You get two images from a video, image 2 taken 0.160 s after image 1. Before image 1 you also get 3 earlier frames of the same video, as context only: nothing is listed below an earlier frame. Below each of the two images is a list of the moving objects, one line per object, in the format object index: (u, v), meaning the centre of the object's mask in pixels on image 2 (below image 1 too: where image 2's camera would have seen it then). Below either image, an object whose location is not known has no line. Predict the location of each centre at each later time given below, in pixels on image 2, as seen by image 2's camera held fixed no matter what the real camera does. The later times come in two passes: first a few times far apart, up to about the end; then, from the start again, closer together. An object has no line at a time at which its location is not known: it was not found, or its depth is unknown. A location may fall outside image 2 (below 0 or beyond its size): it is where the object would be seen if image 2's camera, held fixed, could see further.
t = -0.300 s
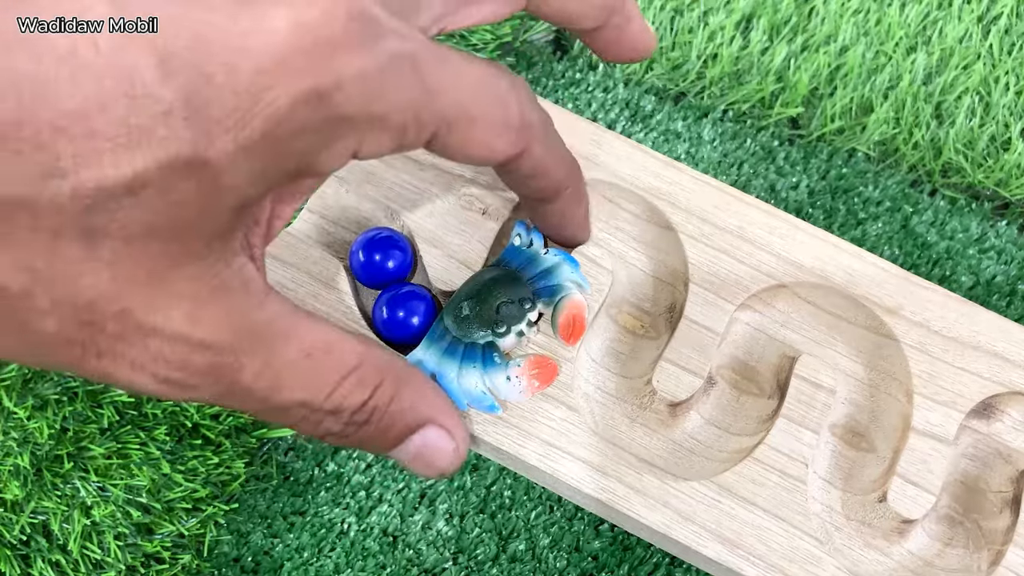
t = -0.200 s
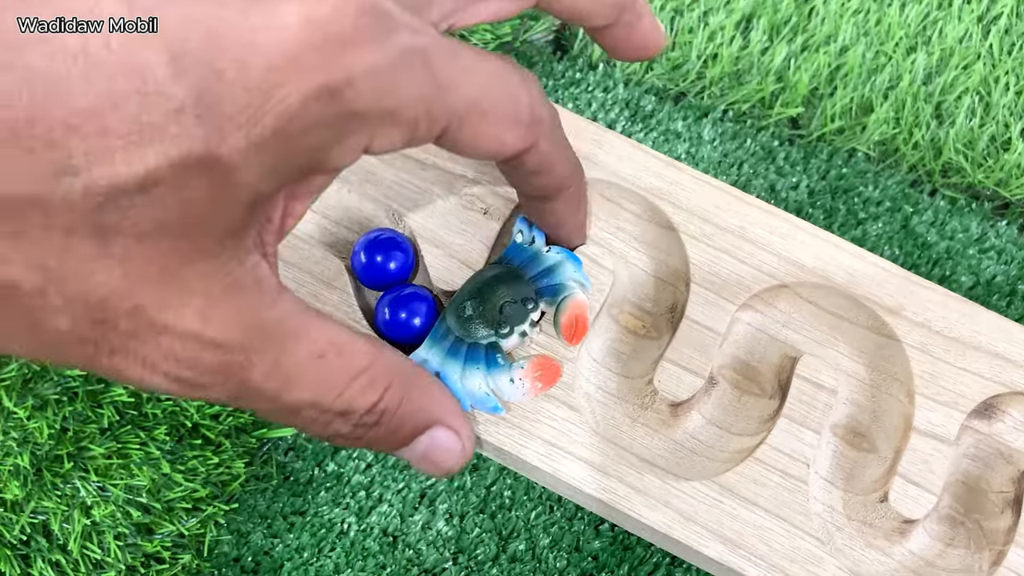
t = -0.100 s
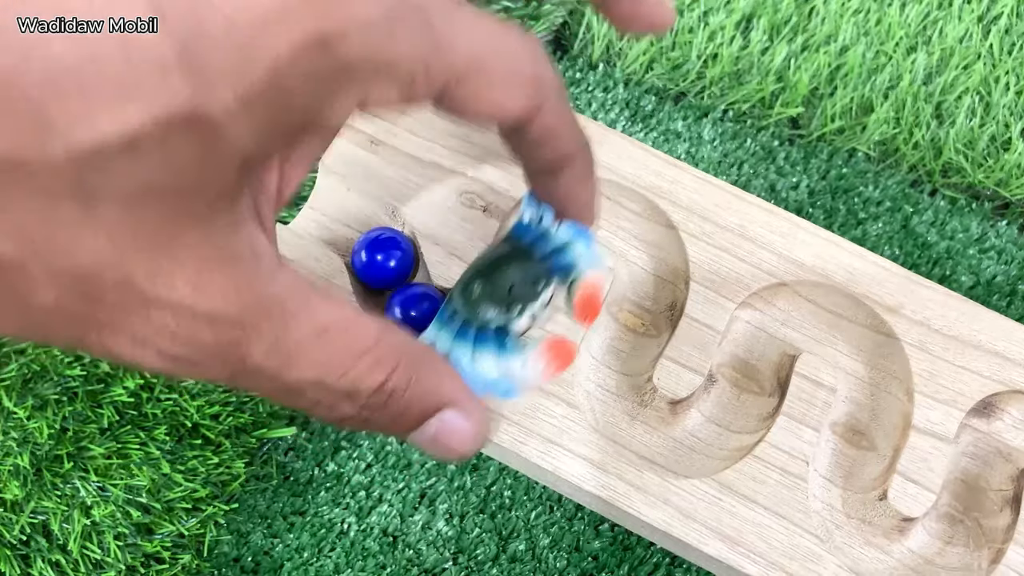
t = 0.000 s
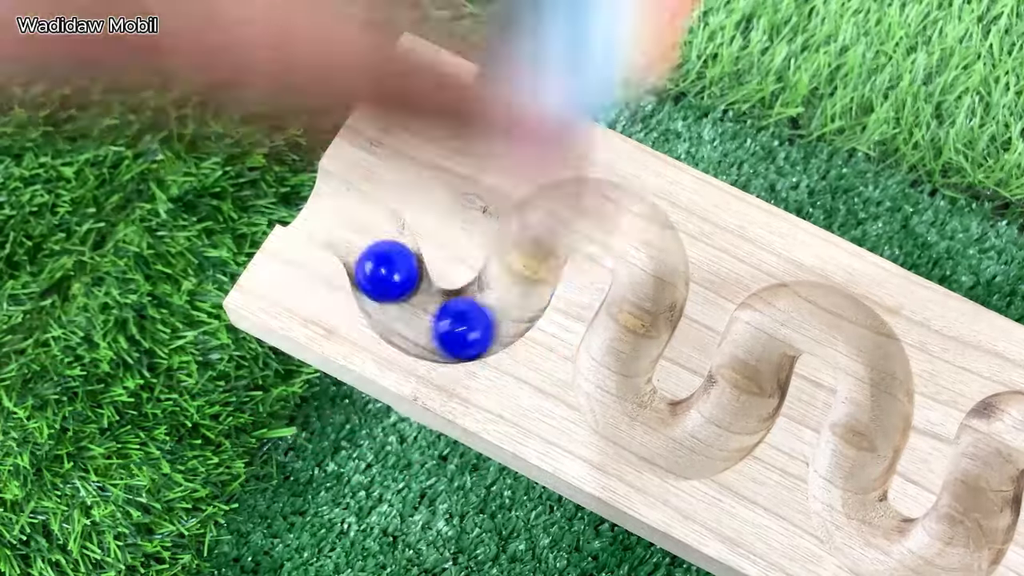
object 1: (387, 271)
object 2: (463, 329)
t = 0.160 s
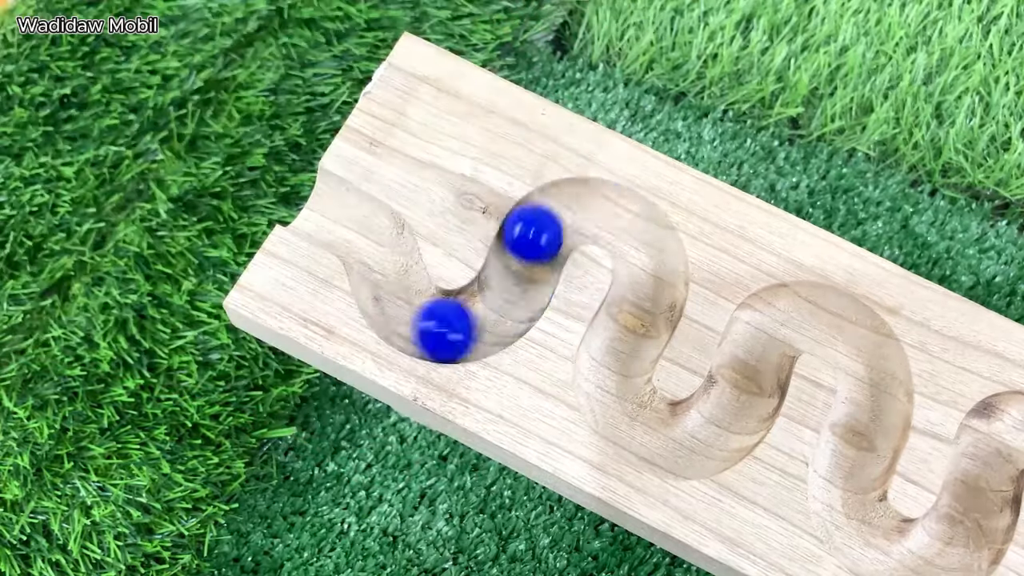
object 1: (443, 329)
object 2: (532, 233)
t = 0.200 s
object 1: (476, 326)
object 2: (546, 220)
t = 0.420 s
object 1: (593, 208)
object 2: (637, 326)
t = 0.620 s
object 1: (609, 373)
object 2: (721, 428)
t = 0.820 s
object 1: (753, 373)
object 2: (850, 331)
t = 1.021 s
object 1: (880, 392)
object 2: (860, 533)
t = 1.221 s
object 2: (991, 439)
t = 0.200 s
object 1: (476, 326)
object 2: (546, 220)
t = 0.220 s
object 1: (490, 319)
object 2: (557, 215)
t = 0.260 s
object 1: (522, 283)
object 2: (593, 208)
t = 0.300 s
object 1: (530, 255)
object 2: (622, 220)
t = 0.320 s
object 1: (534, 240)
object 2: (638, 230)
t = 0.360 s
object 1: (553, 212)
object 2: (657, 277)
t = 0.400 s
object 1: (577, 208)
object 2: (648, 311)
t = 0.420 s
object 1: (593, 208)
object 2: (637, 326)
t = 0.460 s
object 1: (636, 229)
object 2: (609, 369)
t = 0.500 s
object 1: (656, 259)
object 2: (612, 398)
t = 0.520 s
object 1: (656, 276)
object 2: (620, 412)
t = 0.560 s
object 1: (637, 326)
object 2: (666, 444)
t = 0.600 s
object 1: (617, 358)
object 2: (706, 439)
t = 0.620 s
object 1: (609, 373)
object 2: (721, 428)
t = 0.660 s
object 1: (623, 414)
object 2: (752, 382)
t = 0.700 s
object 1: (654, 439)
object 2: (759, 346)
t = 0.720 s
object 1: (673, 445)
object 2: (764, 329)
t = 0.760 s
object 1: (729, 424)
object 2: (800, 312)
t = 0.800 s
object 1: (748, 391)
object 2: (833, 319)
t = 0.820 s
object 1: (753, 373)
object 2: (850, 331)
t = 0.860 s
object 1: (769, 320)
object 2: (880, 382)
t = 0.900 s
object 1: (794, 313)
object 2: (875, 422)
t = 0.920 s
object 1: (811, 314)
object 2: (867, 440)
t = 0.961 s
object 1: (859, 339)
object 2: (845, 492)
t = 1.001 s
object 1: (879, 373)
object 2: (849, 521)
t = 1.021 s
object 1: (880, 392)
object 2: (860, 533)
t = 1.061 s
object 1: (862, 447)
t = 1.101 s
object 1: (847, 479)
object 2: (947, 553)
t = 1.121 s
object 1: (843, 496)
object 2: (960, 545)
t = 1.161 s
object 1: (865, 538)
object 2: (986, 496)
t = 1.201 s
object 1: (897, 554)
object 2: (987, 456)
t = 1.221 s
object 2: (991, 439)
